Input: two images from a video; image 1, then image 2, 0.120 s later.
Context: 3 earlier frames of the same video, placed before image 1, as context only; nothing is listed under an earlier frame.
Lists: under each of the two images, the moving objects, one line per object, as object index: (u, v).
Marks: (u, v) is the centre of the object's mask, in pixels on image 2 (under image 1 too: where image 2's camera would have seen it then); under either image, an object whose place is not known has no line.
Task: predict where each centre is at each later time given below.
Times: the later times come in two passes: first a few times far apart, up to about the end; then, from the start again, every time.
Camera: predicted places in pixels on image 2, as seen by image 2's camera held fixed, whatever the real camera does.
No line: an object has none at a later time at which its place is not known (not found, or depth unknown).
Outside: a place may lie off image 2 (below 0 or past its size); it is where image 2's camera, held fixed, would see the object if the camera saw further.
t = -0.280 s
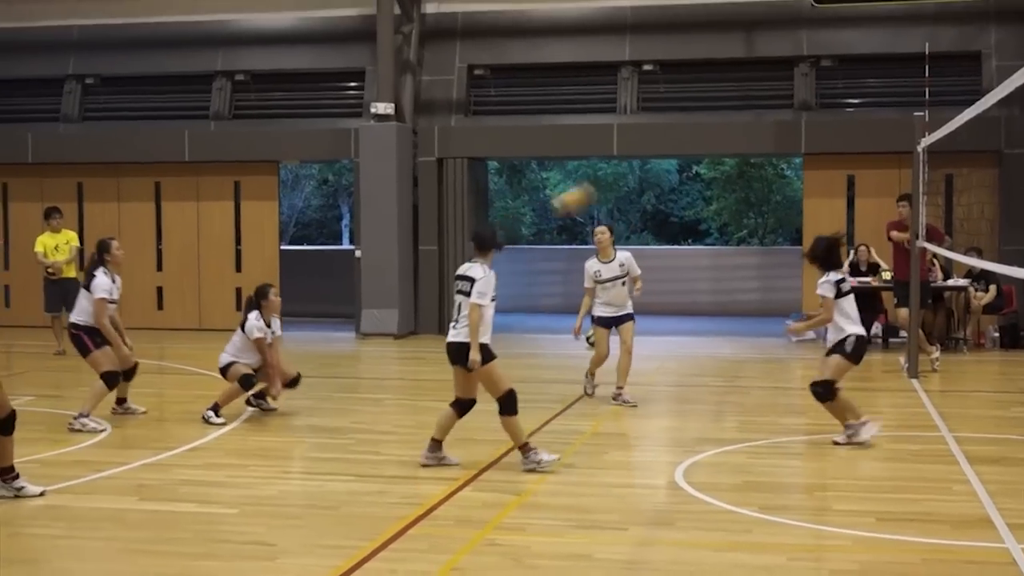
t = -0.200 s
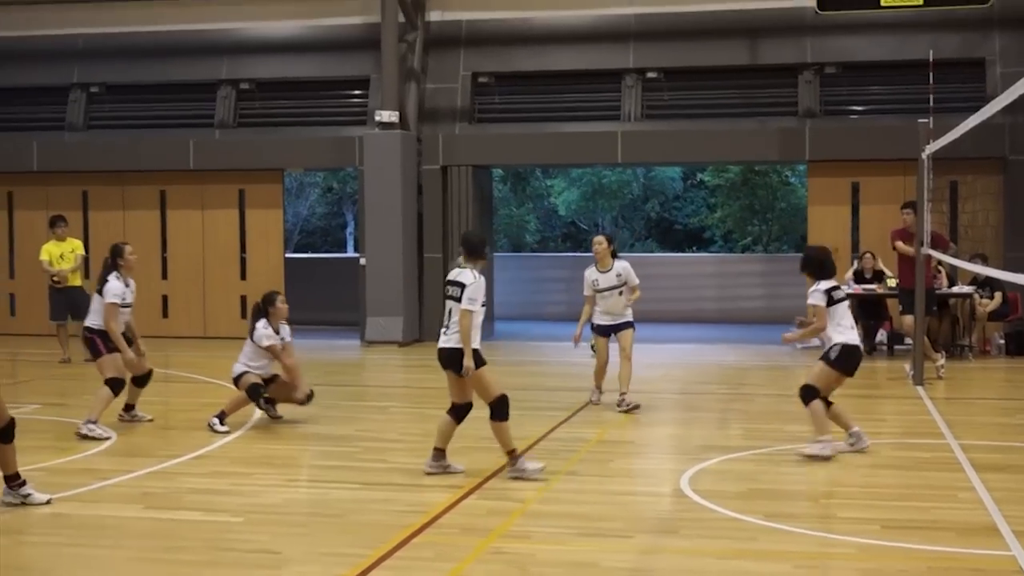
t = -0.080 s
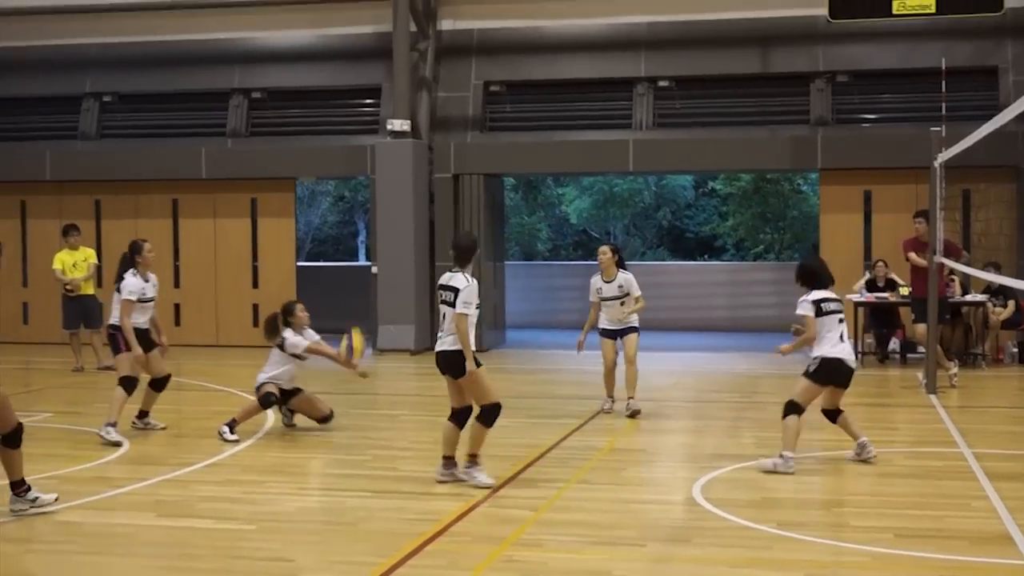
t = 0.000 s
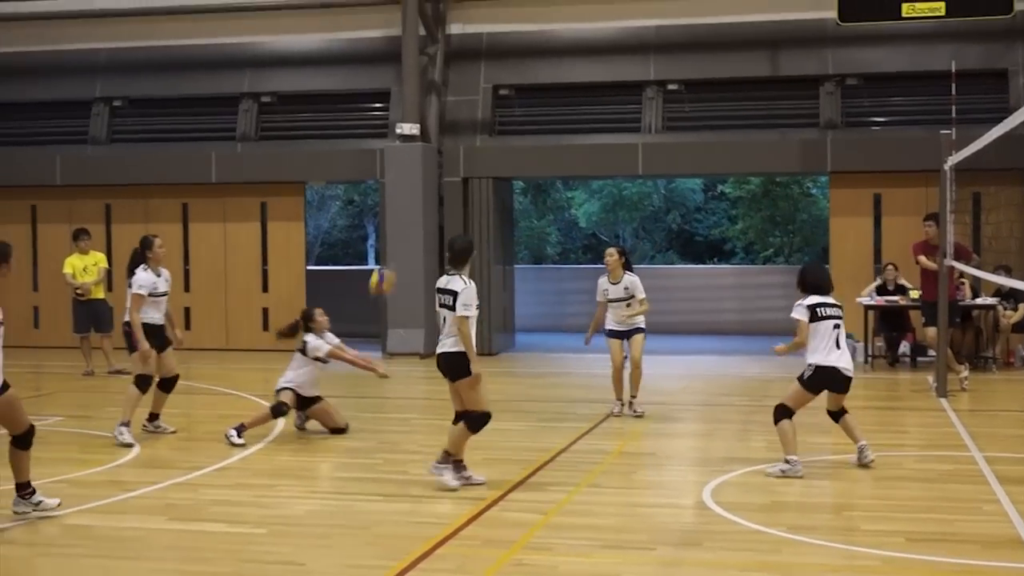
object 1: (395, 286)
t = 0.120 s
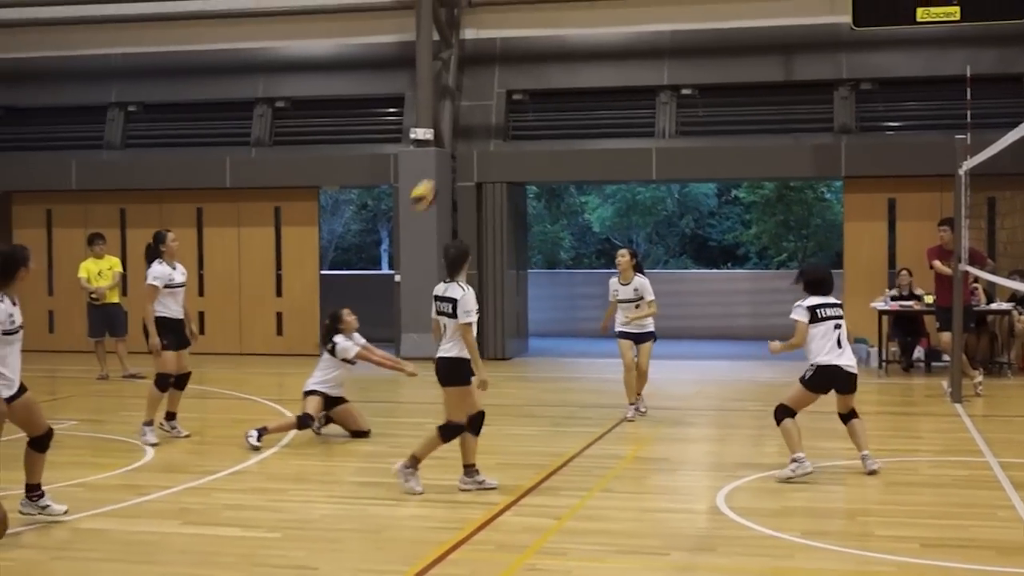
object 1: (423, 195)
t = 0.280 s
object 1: (459, 101)
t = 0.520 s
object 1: (512, 18)
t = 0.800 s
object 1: (569, 9)
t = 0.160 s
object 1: (434, 168)
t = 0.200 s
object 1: (445, 144)
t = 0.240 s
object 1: (452, 119)
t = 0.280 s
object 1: (459, 101)
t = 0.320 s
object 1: (471, 82)
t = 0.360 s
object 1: (479, 65)
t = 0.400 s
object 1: (487, 50)
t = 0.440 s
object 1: (496, 39)
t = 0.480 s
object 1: (504, 28)
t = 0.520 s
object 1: (512, 18)
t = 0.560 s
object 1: (521, 12)
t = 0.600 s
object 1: (529, 7)
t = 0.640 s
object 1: (537, 4)
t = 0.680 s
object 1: (545, 2)
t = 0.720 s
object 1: (553, 2)
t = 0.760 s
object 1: (561, 5)
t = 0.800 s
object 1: (569, 9)
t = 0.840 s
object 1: (577, 14)
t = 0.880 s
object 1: (586, 23)
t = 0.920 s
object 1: (594, 34)
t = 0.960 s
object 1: (603, 47)
